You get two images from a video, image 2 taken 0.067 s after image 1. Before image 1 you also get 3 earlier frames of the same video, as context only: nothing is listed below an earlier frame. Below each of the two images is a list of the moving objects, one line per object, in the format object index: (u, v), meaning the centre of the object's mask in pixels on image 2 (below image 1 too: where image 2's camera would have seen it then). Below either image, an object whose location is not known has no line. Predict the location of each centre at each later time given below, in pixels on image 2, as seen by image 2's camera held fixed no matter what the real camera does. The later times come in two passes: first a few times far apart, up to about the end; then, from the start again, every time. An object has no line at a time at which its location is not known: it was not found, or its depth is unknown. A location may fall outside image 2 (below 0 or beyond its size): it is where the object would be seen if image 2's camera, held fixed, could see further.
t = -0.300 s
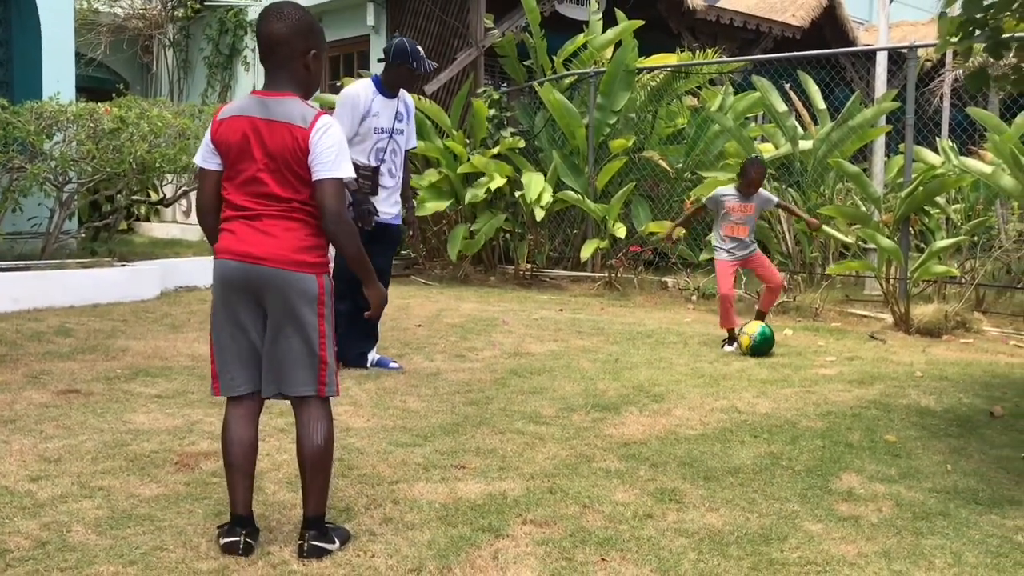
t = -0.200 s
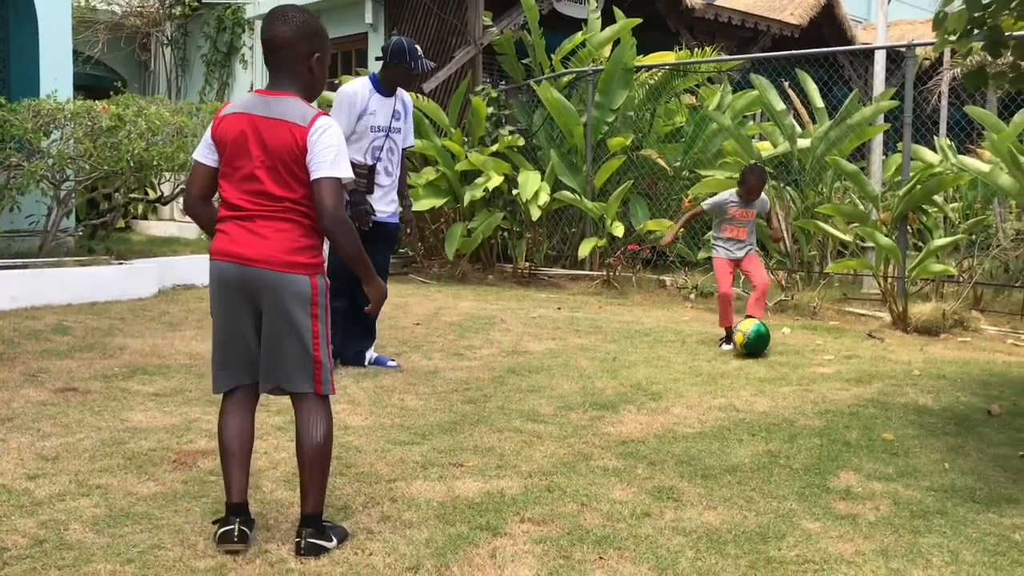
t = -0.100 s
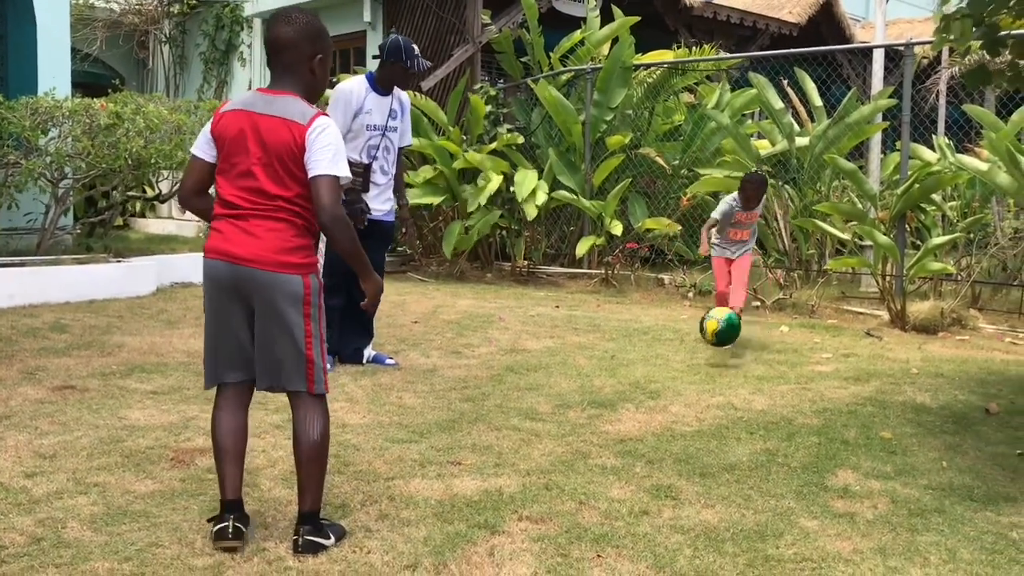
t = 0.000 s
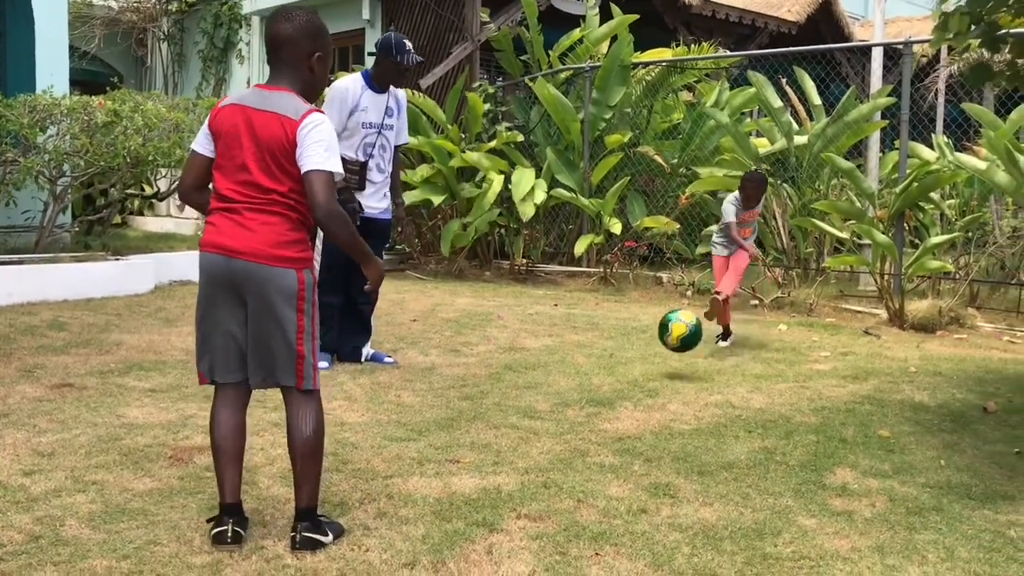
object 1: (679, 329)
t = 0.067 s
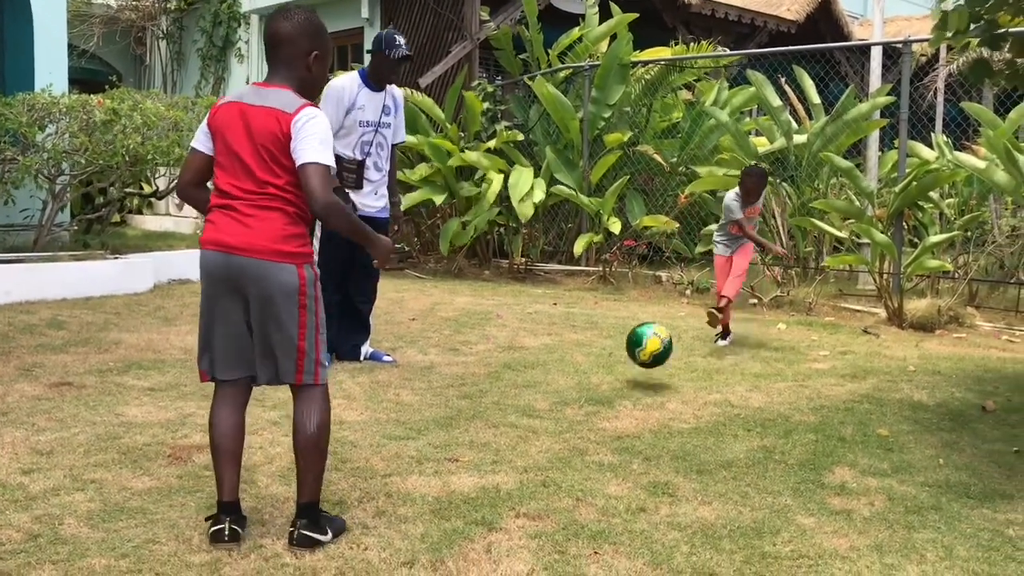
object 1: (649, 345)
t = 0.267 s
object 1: (569, 377)
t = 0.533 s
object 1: (477, 414)
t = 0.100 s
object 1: (632, 357)
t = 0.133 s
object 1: (615, 372)
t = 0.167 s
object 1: (598, 386)
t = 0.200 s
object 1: (588, 383)
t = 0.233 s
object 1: (579, 378)
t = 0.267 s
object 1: (569, 377)
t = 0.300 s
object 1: (558, 378)
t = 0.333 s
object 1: (548, 382)
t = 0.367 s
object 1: (536, 388)
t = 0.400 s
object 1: (524, 398)
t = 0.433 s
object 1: (512, 410)
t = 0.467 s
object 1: (500, 412)
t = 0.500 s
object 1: (488, 413)
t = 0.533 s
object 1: (477, 414)
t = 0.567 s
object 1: (464, 420)
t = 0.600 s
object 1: (451, 426)
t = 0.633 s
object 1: (438, 431)
